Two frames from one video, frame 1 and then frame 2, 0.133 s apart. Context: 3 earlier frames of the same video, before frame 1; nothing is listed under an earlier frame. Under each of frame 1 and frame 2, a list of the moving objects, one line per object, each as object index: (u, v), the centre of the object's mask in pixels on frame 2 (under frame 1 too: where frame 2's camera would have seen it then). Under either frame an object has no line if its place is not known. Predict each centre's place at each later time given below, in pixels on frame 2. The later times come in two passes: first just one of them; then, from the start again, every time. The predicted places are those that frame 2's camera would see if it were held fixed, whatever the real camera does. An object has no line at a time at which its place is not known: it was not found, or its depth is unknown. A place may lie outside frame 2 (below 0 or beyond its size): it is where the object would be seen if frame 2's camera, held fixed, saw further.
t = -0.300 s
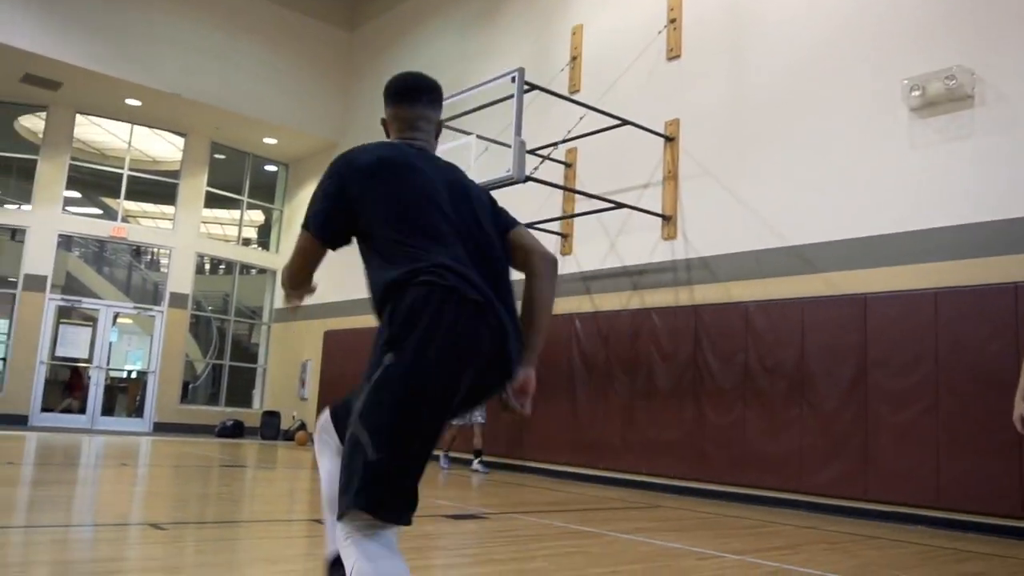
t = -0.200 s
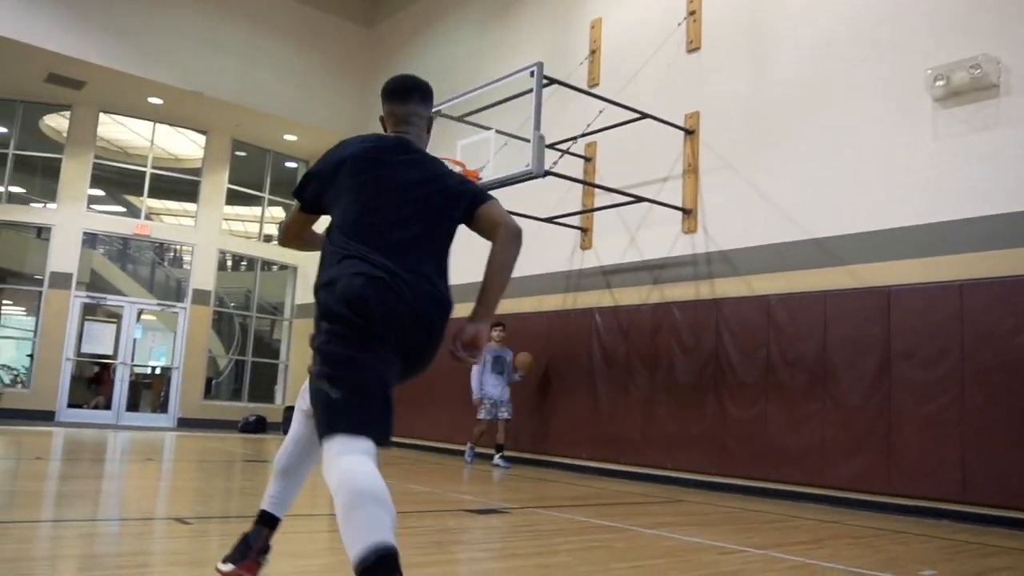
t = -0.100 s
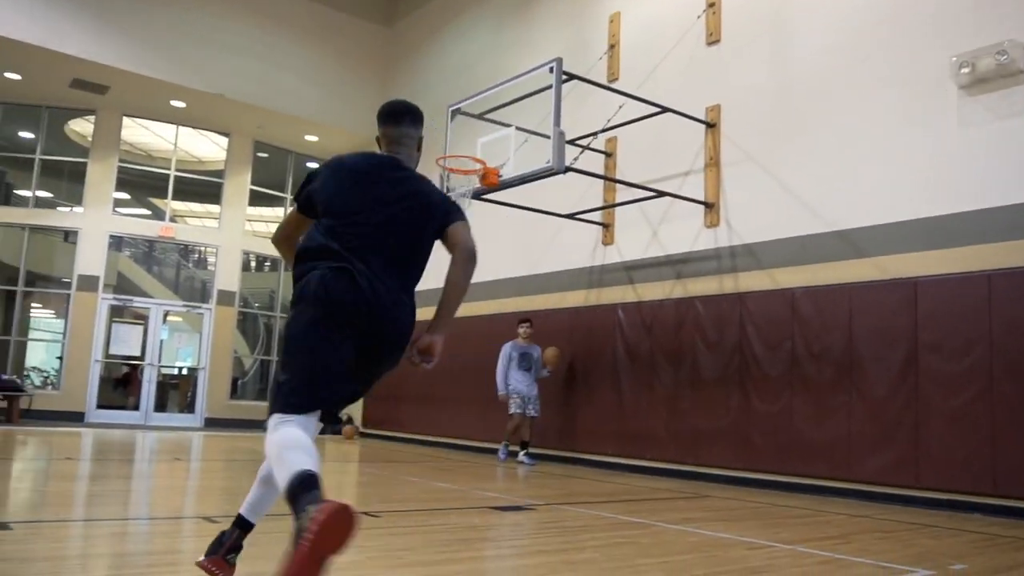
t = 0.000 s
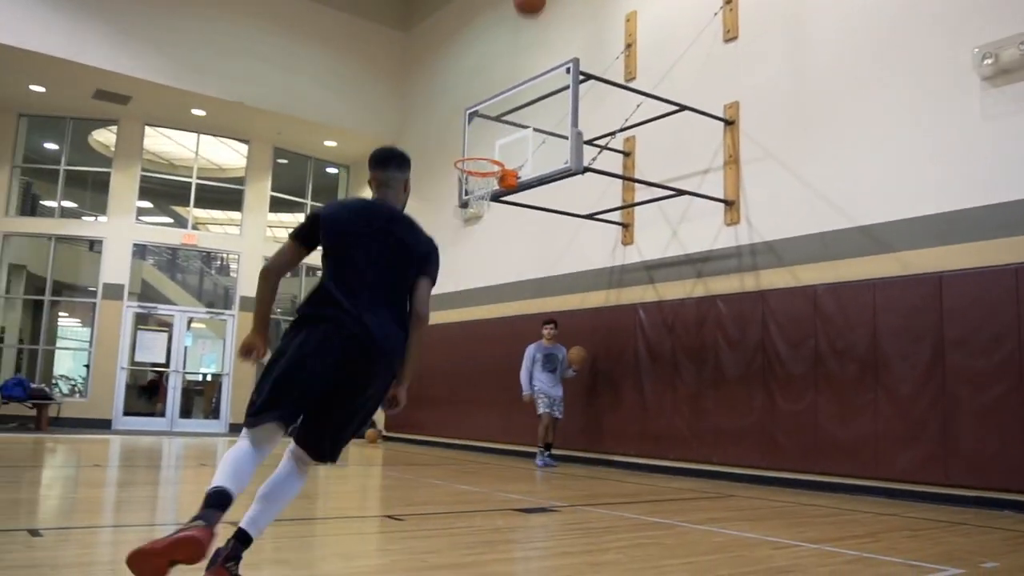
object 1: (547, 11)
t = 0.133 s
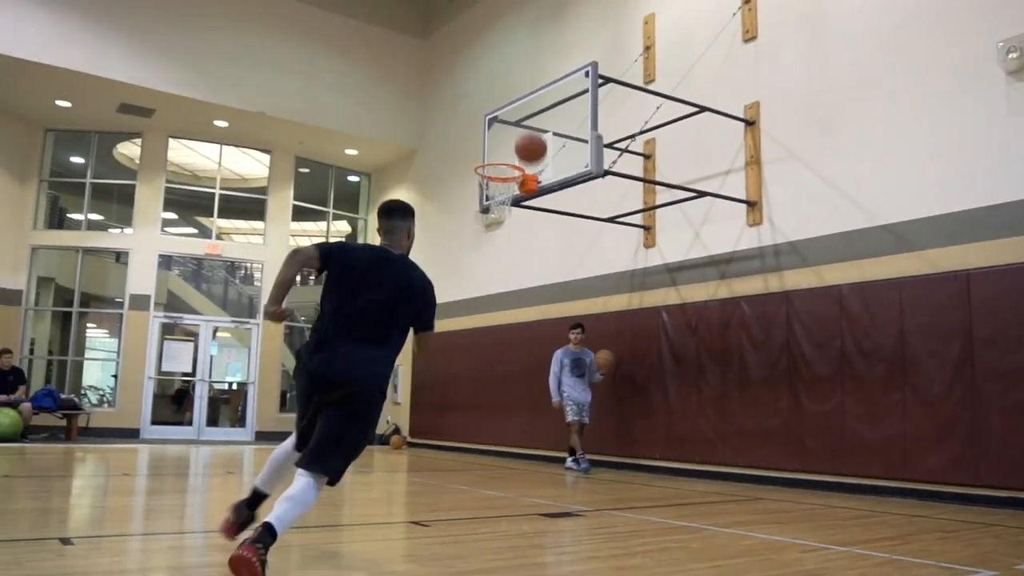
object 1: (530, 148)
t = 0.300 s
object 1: (510, 346)
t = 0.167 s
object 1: (526, 186)
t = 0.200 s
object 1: (522, 226)
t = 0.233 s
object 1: (518, 265)
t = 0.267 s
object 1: (514, 306)
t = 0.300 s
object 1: (510, 346)
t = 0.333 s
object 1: (506, 391)
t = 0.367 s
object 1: (501, 432)
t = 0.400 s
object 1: (498, 479)
